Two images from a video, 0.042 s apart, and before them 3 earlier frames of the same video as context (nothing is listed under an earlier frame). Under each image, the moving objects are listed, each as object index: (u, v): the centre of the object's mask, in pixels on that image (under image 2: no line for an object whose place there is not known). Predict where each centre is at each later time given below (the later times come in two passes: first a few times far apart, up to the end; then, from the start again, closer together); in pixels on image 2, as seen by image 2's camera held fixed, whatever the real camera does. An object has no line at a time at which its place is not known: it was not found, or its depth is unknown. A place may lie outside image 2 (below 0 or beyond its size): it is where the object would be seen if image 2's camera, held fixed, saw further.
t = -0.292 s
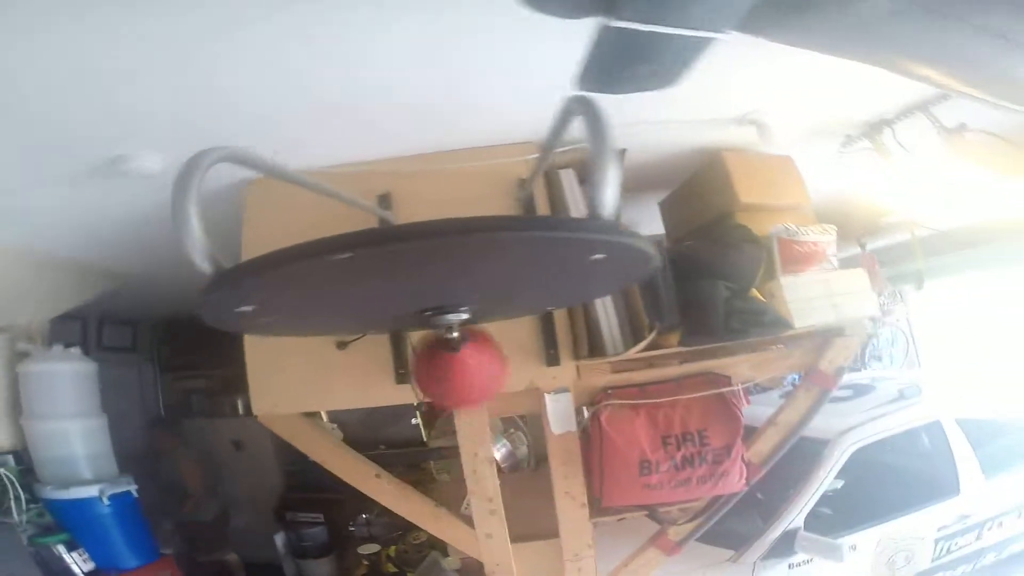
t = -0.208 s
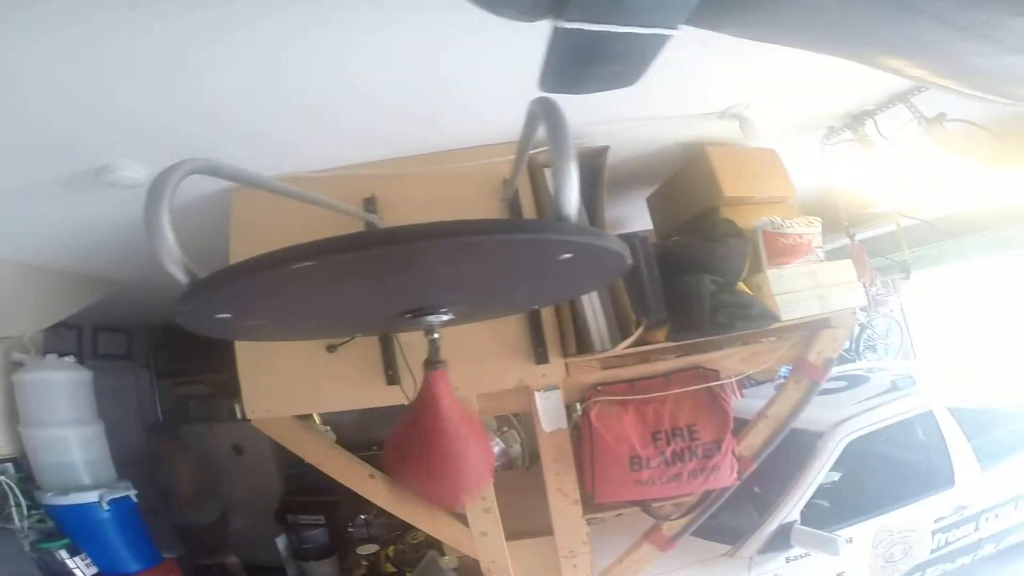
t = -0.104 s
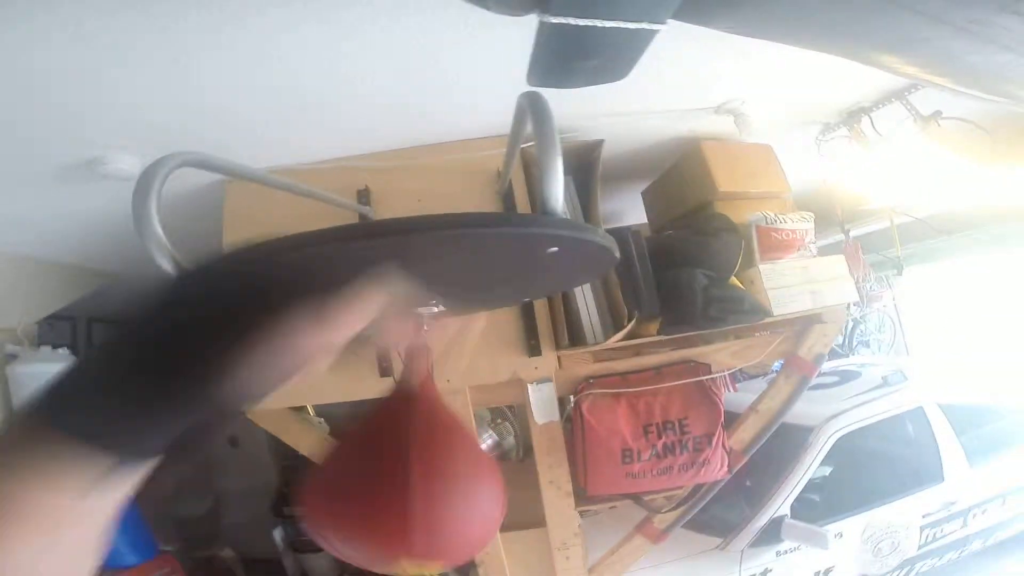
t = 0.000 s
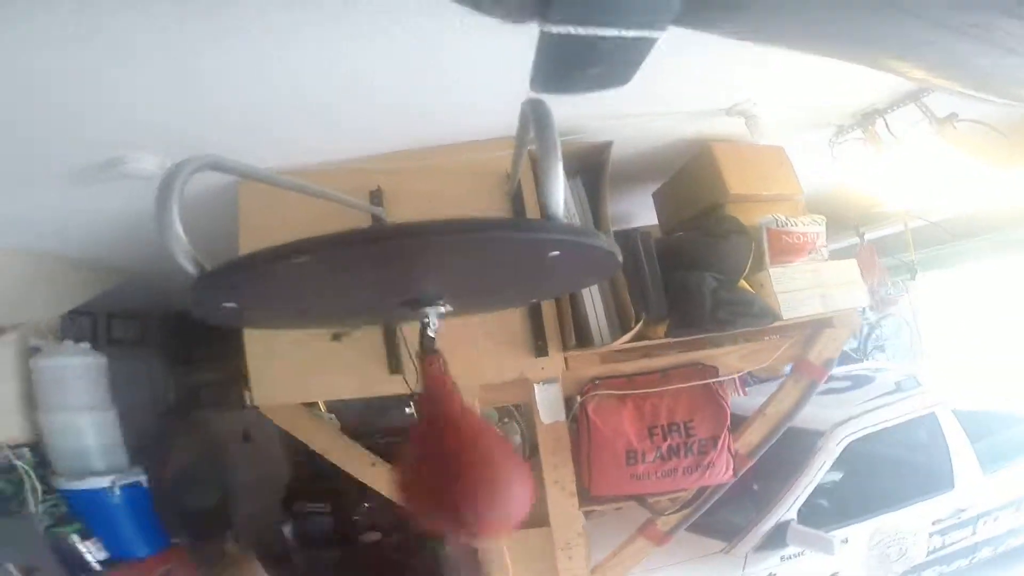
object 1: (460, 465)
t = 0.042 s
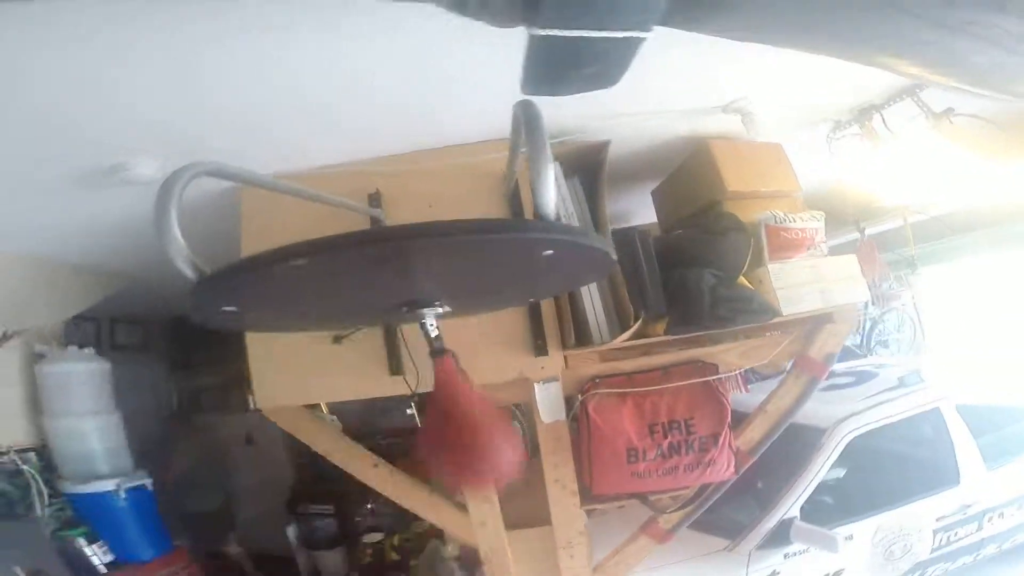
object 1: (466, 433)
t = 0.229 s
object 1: (463, 462)
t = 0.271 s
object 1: (449, 480)
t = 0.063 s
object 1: (465, 414)
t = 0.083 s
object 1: (464, 392)
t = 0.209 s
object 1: (466, 445)
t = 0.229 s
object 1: (463, 462)
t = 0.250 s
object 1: (457, 475)
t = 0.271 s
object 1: (449, 480)
